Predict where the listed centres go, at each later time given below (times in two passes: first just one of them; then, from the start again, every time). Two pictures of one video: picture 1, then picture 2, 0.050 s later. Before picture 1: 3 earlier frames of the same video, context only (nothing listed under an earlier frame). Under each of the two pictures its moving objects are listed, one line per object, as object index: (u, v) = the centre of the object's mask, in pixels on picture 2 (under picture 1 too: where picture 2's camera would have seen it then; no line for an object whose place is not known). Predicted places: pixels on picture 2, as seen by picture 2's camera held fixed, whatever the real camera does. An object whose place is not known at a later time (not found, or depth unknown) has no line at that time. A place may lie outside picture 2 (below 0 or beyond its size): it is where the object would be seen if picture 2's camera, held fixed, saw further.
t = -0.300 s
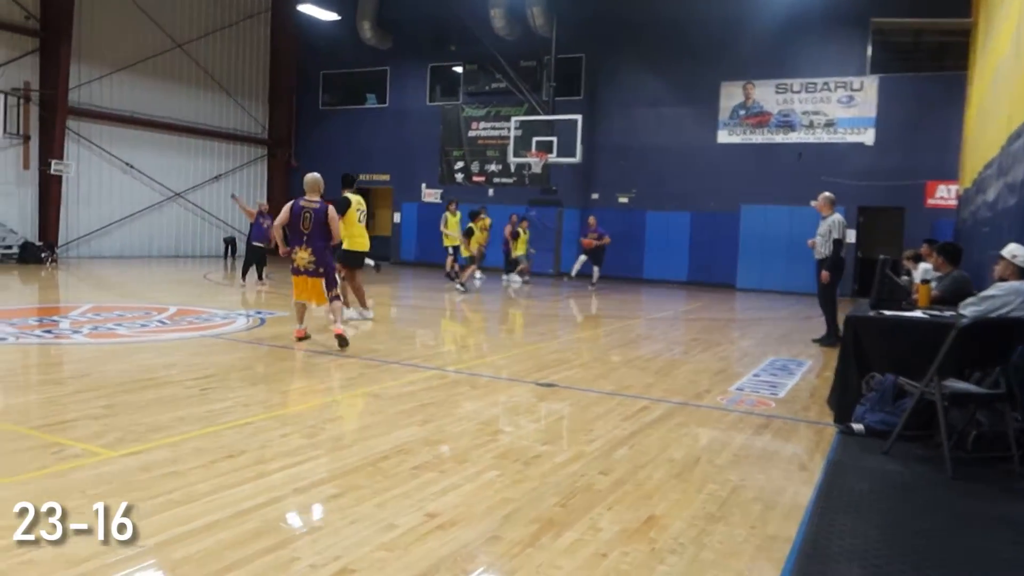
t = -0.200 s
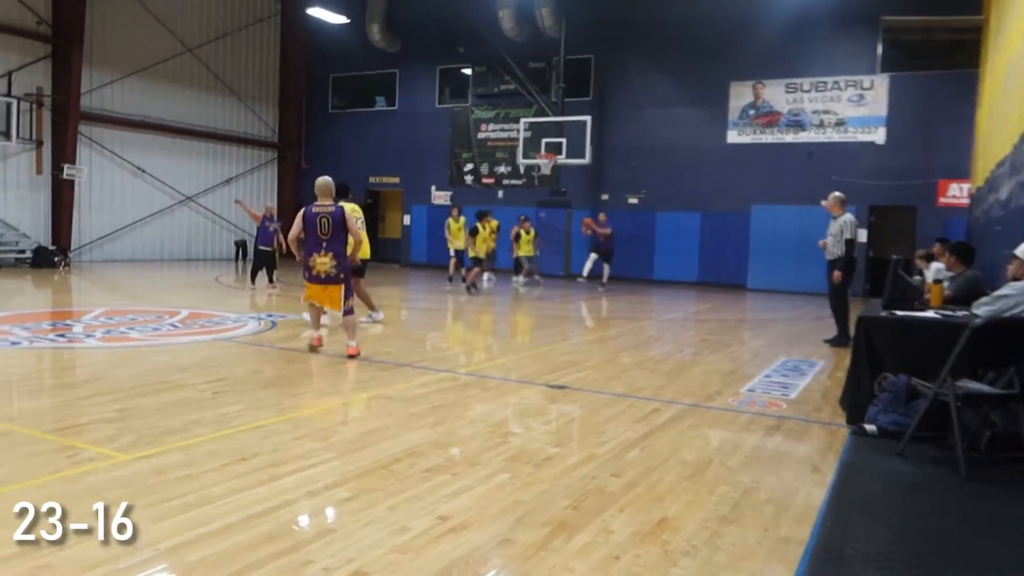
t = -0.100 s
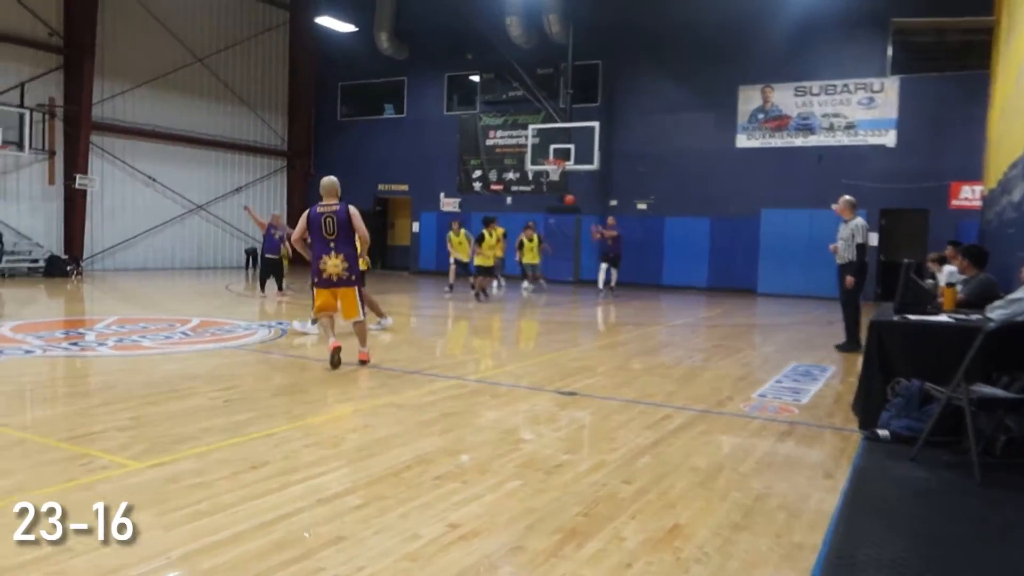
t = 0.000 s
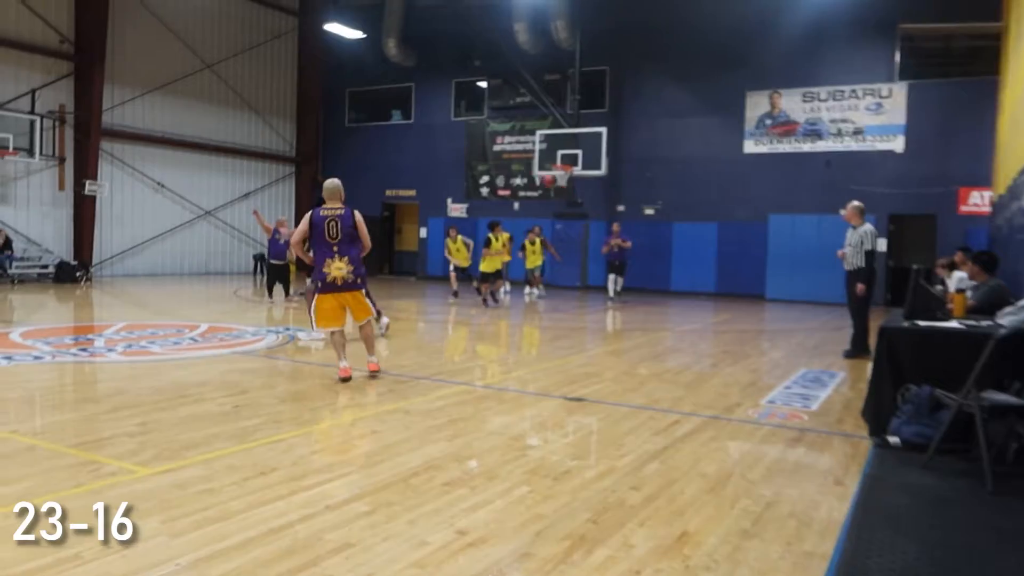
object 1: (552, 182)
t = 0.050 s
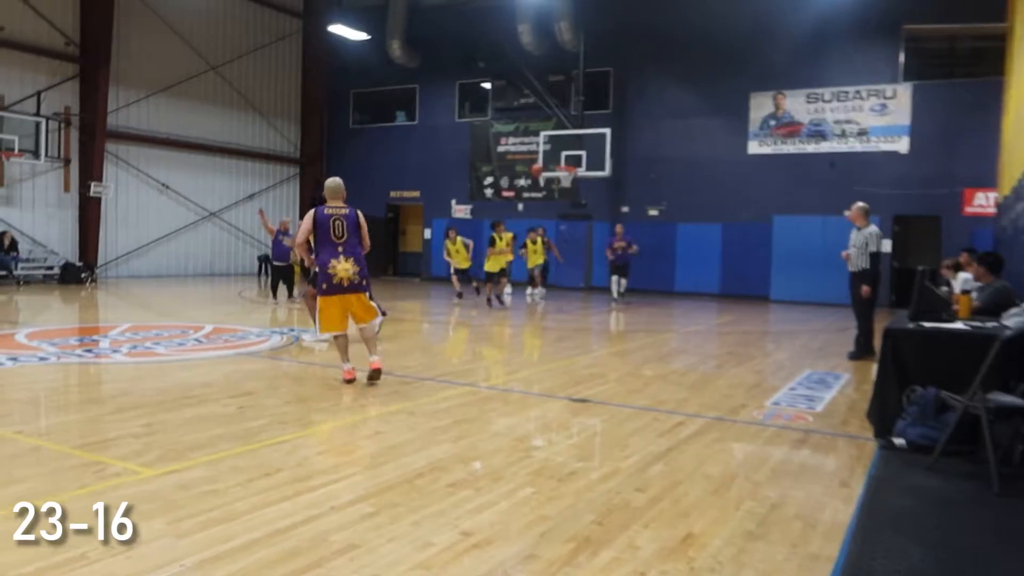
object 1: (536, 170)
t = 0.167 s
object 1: (499, 146)
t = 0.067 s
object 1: (531, 165)
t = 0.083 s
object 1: (526, 163)
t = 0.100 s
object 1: (520, 158)
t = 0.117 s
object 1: (515, 156)
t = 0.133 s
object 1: (509, 155)
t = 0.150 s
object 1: (503, 148)
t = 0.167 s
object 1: (499, 146)
